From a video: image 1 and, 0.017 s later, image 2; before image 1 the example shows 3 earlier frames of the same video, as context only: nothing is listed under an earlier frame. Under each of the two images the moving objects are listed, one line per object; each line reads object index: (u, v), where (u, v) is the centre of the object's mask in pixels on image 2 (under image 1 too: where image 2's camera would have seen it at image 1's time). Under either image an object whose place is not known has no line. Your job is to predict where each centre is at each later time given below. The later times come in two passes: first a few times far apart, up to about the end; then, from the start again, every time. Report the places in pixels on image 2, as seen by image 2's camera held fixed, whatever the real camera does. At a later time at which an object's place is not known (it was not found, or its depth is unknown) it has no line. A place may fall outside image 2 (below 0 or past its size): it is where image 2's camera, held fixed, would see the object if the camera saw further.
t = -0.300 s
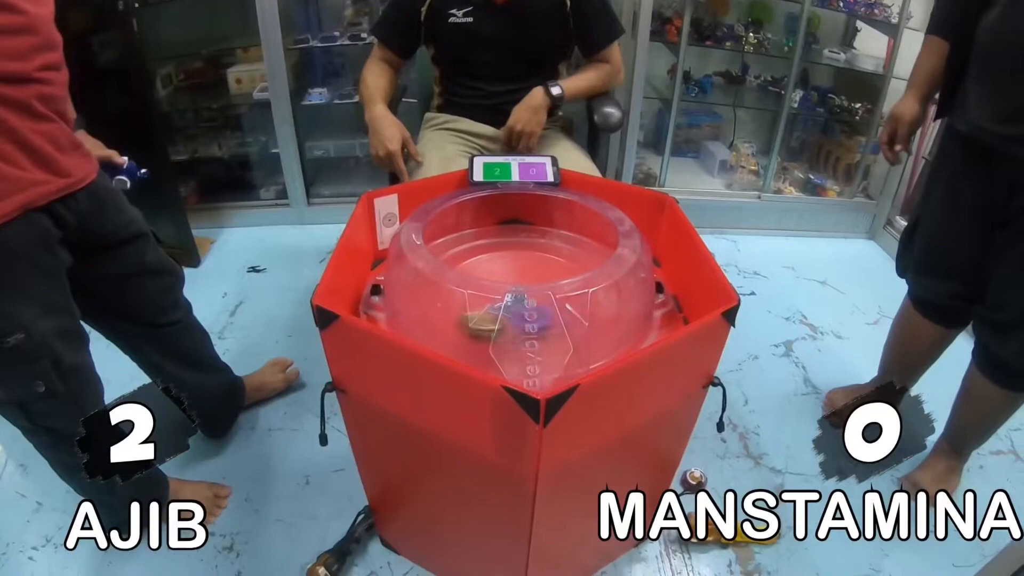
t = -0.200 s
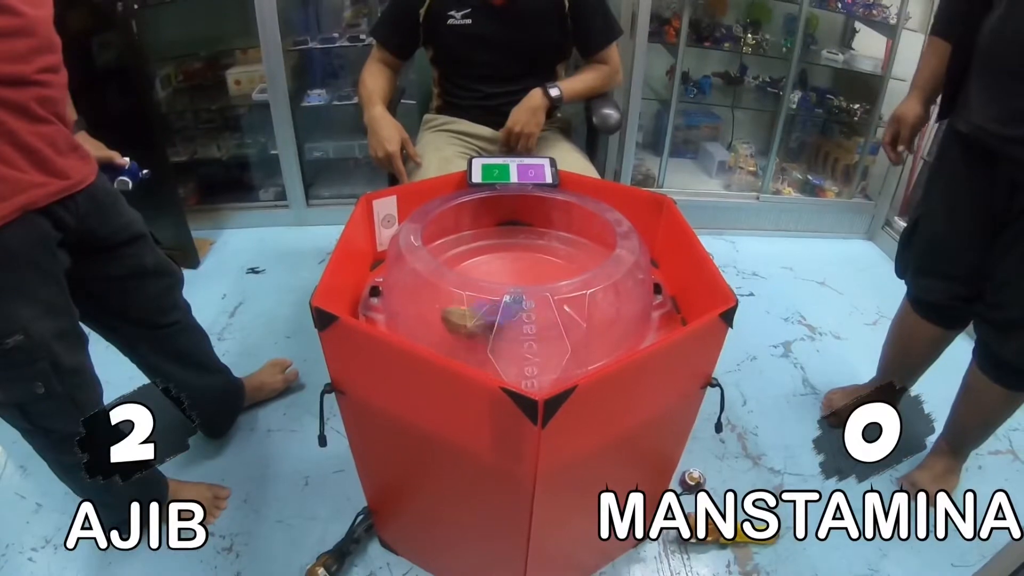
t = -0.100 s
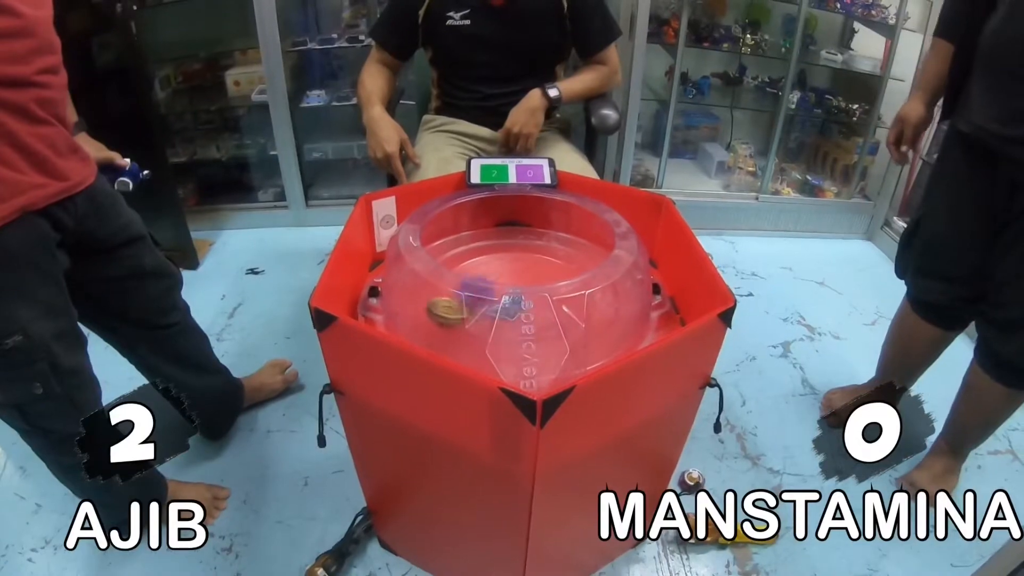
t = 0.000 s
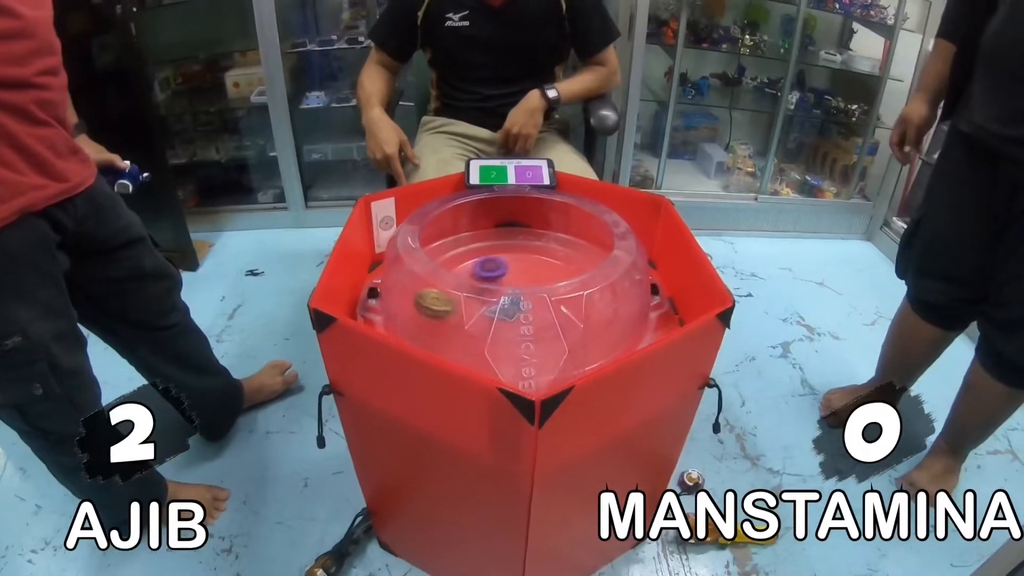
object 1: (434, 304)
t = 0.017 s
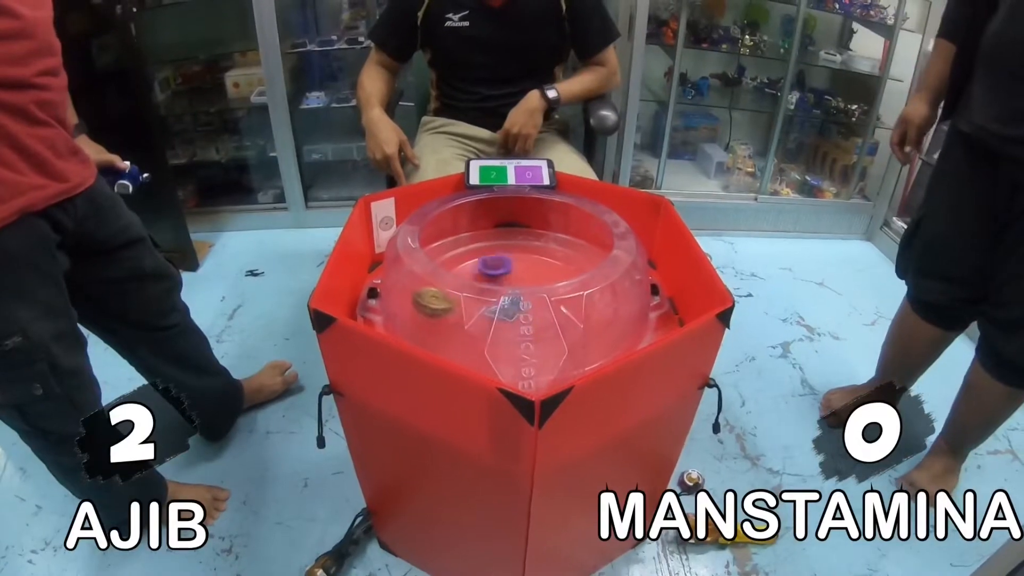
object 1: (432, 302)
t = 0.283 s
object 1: (421, 276)
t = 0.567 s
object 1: (437, 255)
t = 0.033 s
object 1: (431, 301)
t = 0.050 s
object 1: (430, 299)
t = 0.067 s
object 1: (428, 297)
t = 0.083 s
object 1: (427, 295)
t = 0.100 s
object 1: (426, 294)
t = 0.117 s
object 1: (425, 291)
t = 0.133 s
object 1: (423, 289)
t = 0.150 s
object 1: (422, 288)
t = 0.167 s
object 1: (422, 286)
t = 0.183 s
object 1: (422, 285)
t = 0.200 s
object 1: (422, 284)
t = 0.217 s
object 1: (421, 282)
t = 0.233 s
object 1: (421, 280)
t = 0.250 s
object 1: (421, 279)
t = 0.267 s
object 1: (422, 278)
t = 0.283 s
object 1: (421, 276)
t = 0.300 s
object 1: (421, 275)
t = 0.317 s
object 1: (423, 273)
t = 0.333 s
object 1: (422, 270)
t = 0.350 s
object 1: (423, 269)
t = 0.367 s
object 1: (423, 269)
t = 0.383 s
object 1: (423, 270)
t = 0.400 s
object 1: (424, 268)
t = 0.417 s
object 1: (425, 267)
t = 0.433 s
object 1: (425, 266)
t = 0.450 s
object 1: (426, 266)
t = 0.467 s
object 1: (427, 264)
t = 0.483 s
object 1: (427, 263)
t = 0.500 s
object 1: (430, 261)
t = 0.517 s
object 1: (432, 260)
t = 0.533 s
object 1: (434, 258)
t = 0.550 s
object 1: (434, 257)
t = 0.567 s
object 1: (437, 255)
